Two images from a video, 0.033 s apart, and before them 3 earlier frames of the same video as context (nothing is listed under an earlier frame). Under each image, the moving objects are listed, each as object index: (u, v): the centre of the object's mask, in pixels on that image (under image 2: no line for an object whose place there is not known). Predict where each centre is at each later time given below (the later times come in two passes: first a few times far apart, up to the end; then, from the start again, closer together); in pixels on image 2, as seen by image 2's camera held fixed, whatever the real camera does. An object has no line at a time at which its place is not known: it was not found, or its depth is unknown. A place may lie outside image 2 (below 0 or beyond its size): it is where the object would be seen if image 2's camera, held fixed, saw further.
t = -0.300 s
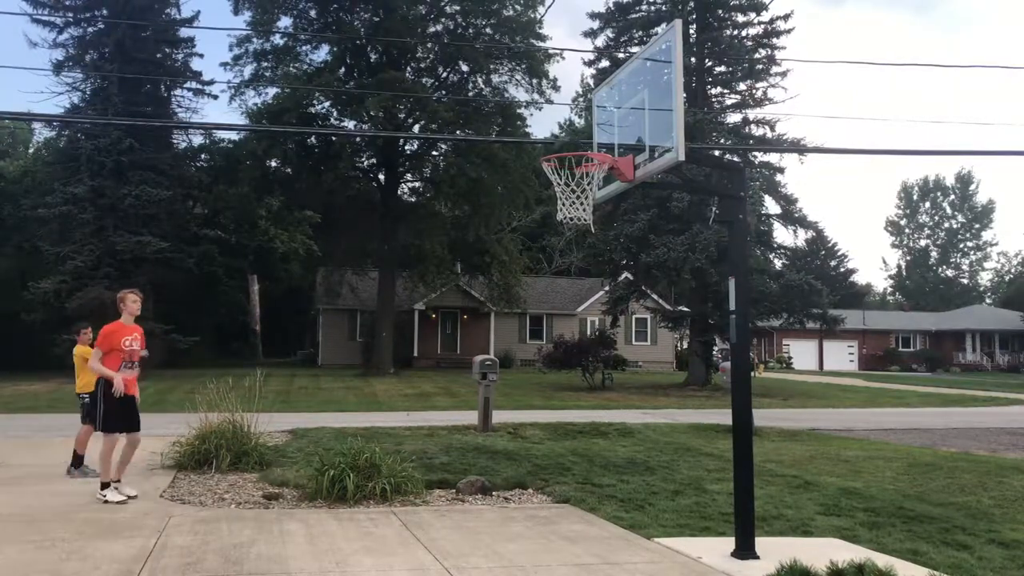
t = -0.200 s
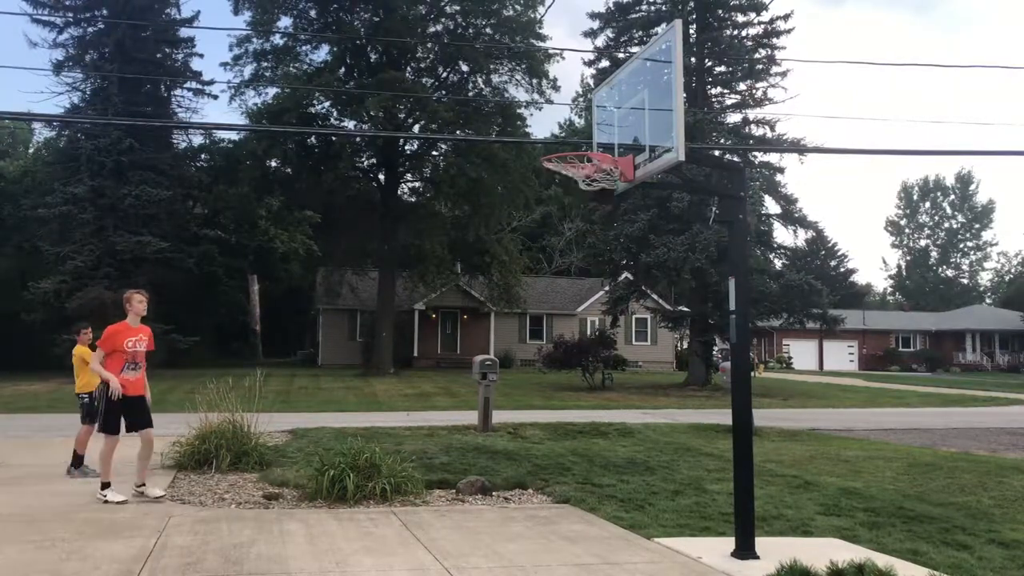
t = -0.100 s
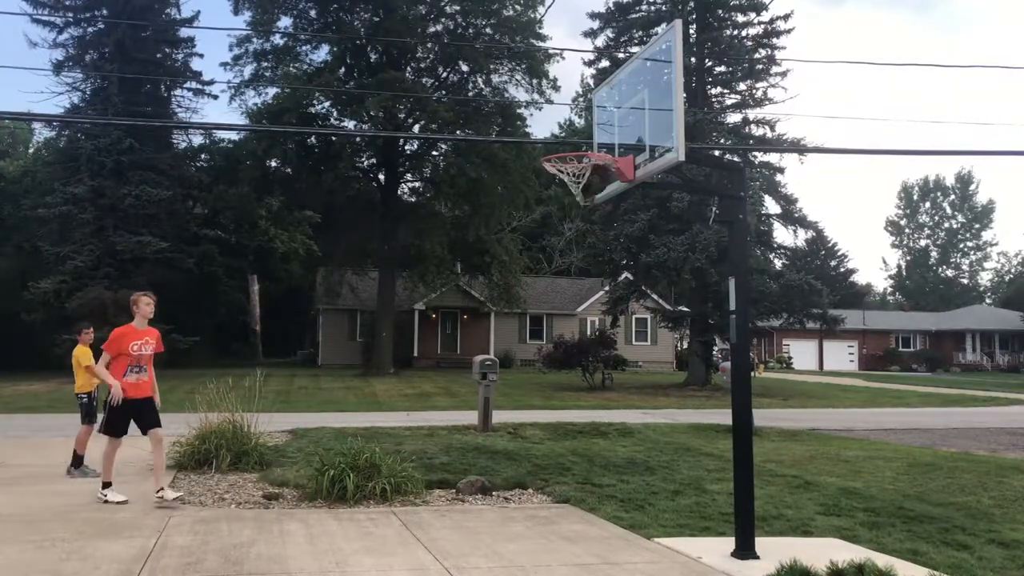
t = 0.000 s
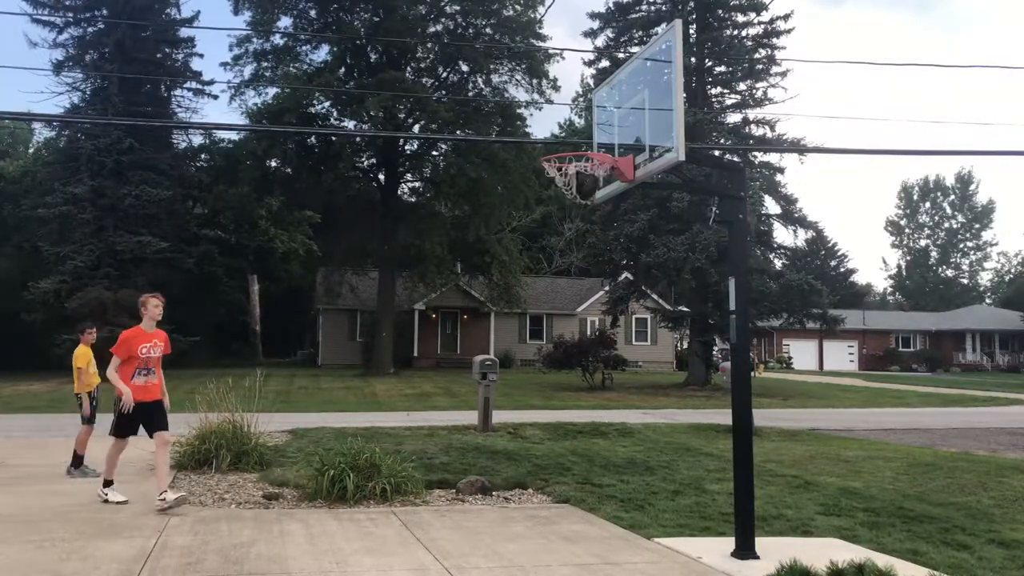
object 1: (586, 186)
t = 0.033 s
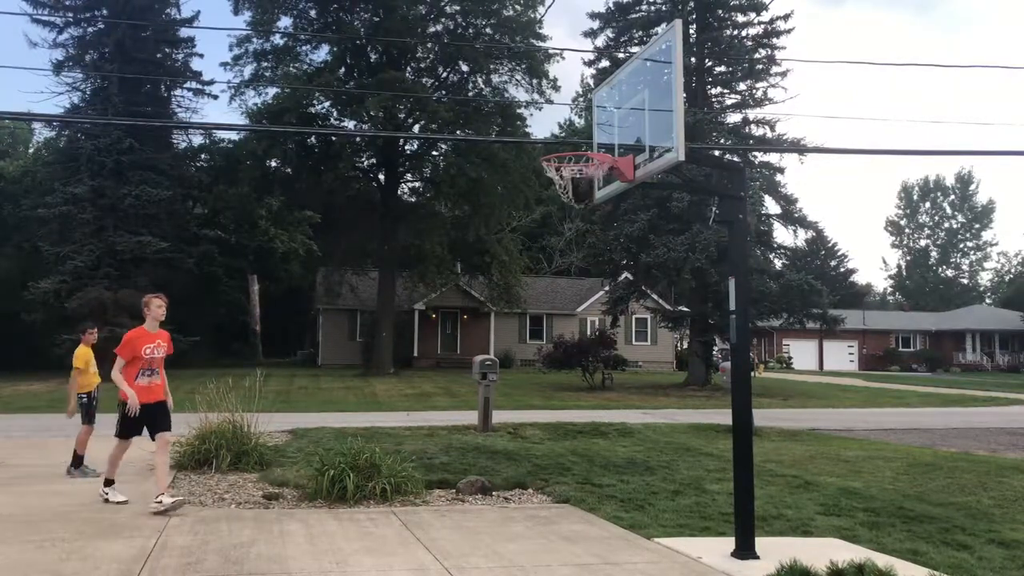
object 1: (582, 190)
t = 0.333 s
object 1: (559, 226)
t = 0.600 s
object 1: (556, 368)
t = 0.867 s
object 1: (558, 501)
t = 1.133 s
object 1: (584, 366)
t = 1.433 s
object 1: (613, 341)
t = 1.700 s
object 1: (638, 431)
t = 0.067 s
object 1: (580, 192)
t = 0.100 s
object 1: (578, 196)
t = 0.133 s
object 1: (576, 198)
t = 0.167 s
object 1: (575, 200)
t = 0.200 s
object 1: (574, 201)
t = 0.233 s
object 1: (583, 198)
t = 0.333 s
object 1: (559, 226)
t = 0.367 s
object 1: (561, 241)
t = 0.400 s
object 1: (560, 257)
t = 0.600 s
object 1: (556, 368)
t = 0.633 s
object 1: (556, 393)
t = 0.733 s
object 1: (553, 477)
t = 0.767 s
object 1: (553, 508)
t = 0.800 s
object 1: (551, 542)
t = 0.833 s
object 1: (554, 524)
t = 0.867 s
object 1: (558, 501)
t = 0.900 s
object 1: (562, 478)
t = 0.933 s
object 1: (564, 457)
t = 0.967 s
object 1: (567, 438)
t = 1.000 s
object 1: (571, 420)
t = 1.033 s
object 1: (574, 405)
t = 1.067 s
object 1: (577, 391)
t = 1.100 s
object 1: (580, 377)
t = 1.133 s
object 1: (584, 366)
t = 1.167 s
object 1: (587, 356)
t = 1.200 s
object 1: (590, 351)
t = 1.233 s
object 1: (593, 344)
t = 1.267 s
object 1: (596, 339)
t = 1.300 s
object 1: (600, 336)
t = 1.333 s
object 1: (603, 335)
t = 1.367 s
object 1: (607, 336)
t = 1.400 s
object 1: (611, 337)
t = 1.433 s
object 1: (613, 341)
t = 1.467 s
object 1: (616, 346)
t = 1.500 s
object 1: (619, 354)
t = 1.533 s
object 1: (622, 362)
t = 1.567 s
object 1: (626, 371)
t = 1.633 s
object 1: (631, 399)
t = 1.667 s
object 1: (635, 414)
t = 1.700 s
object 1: (638, 431)
